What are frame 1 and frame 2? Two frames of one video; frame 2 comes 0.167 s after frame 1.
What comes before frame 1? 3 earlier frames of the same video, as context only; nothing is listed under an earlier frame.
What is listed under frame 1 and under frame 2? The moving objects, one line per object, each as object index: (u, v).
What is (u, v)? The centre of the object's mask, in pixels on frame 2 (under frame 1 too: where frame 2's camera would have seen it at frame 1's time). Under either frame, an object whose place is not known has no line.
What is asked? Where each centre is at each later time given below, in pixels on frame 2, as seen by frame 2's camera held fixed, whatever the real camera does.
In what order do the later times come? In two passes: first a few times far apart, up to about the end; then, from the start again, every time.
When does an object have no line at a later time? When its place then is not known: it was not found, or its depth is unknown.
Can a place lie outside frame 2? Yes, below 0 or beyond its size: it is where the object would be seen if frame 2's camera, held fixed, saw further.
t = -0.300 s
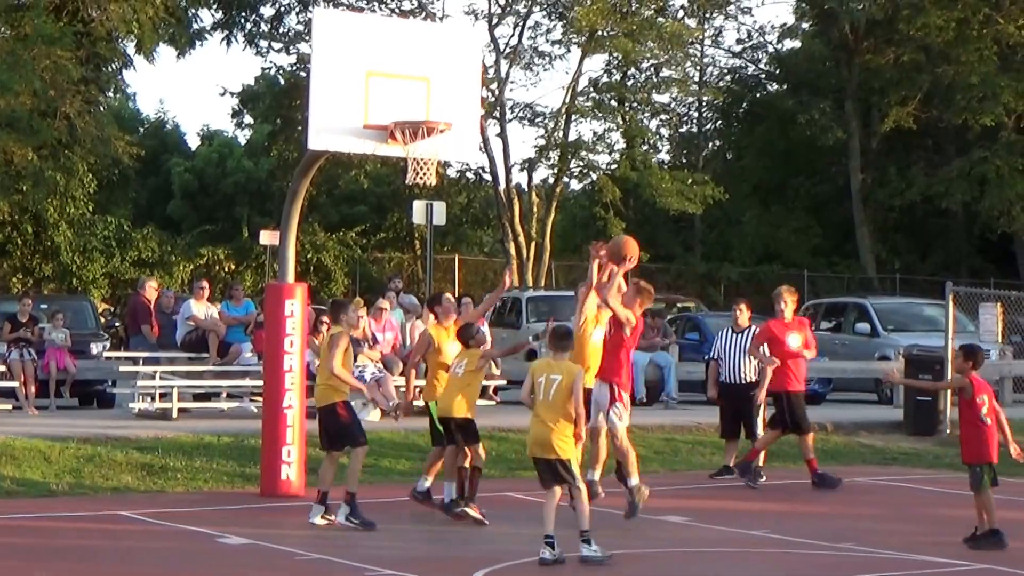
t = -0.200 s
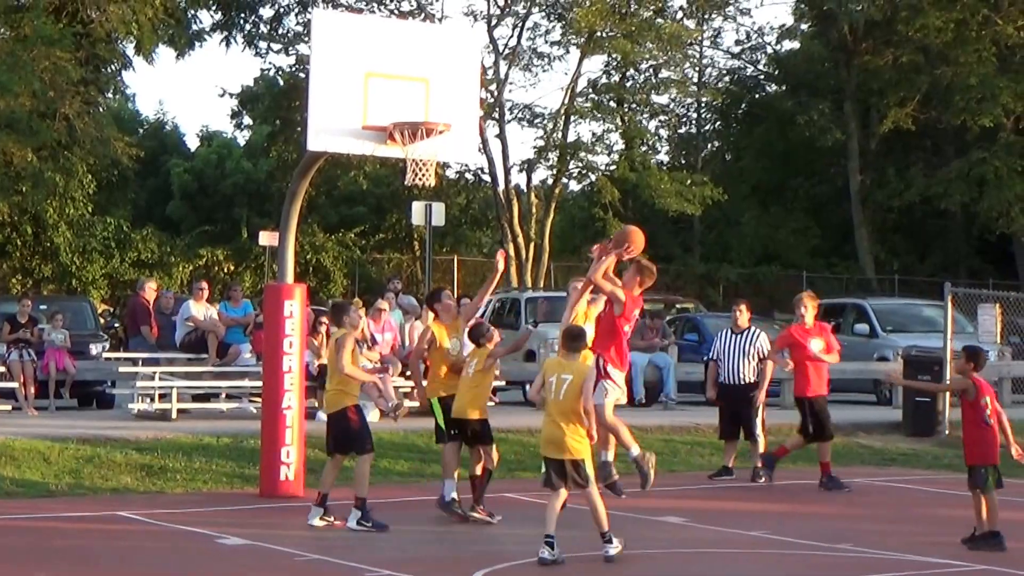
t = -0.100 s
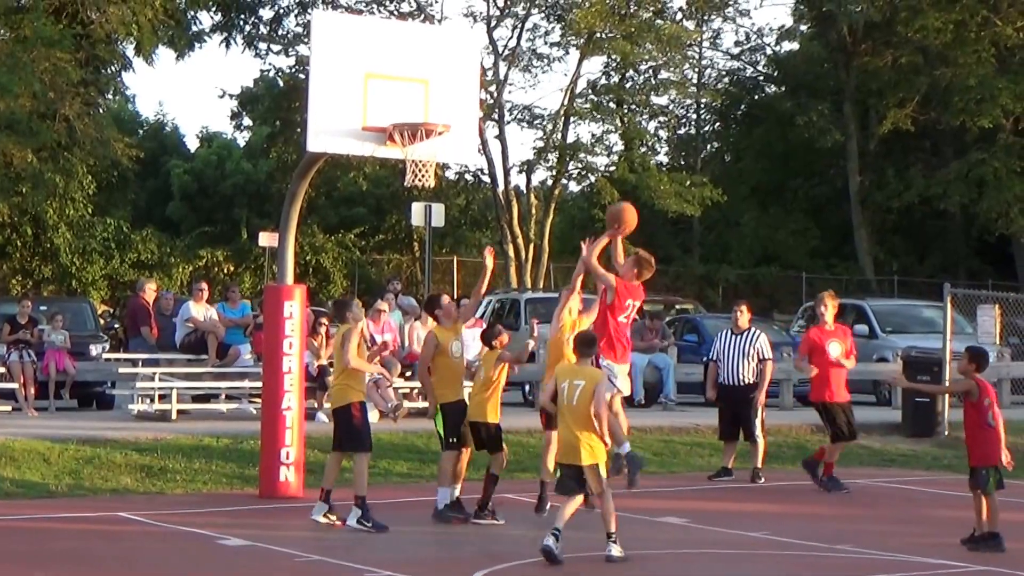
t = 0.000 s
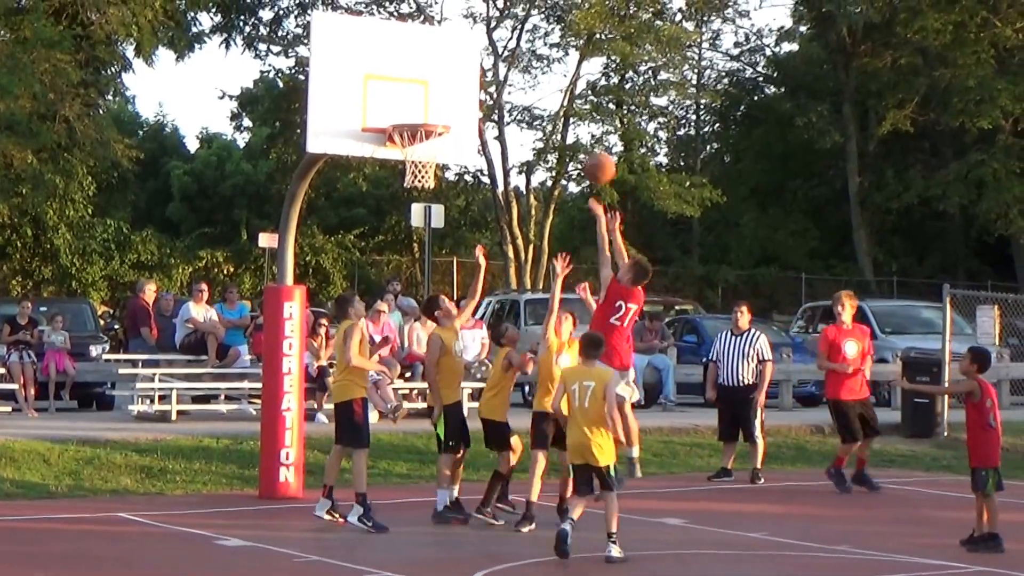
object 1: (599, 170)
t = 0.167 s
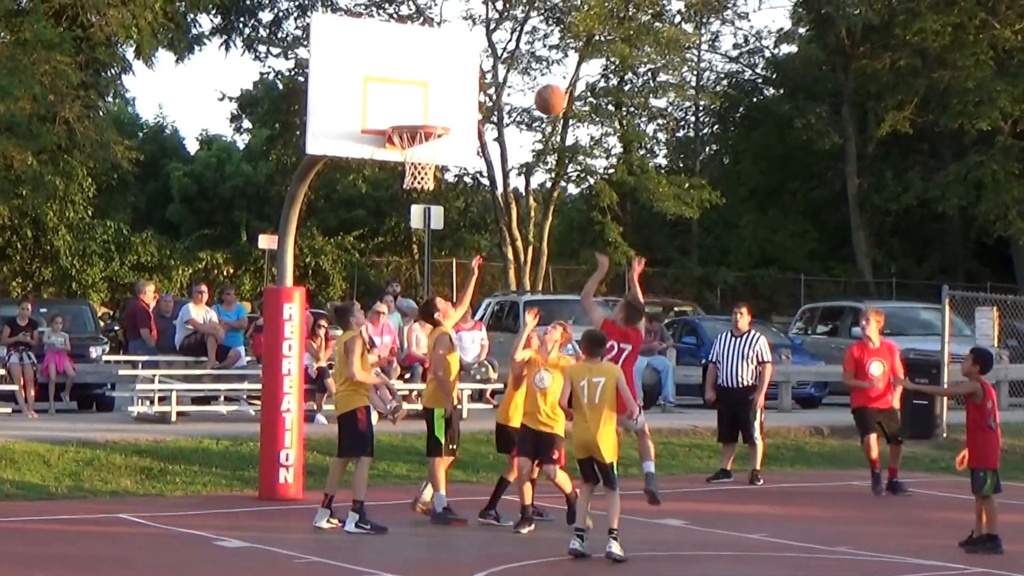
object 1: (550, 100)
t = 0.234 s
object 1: (530, 82)
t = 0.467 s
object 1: (465, 66)
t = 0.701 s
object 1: (403, 114)
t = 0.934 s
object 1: (447, 116)
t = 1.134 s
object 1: (482, 171)
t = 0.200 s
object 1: (540, 90)
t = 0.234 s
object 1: (530, 82)
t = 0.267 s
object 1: (522, 75)
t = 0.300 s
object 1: (512, 70)
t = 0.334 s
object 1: (504, 67)
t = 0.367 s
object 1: (495, 64)
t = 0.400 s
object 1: (484, 63)
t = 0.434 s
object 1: (475, 64)
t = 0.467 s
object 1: (465, 66)
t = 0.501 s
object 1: (455, 70)
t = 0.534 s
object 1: (446, 74)
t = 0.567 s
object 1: (436, 81)
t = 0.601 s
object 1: (427, 88)
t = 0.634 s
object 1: (418, 97)
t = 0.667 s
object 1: (409, 108)
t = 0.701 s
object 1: (403, 114)
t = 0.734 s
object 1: (410, 112)
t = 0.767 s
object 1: (416, 109)
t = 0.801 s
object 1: (422, 108)
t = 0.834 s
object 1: (429, 108)
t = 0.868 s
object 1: (435, 110)
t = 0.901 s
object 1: (441, 112)
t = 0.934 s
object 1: (447, 116)
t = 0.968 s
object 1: (454, 121)
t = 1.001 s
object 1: (460, 129)
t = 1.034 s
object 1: (465, 138)
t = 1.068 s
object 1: (471, 147)
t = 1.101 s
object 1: (476, 158)
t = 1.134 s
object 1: (482, 171)
